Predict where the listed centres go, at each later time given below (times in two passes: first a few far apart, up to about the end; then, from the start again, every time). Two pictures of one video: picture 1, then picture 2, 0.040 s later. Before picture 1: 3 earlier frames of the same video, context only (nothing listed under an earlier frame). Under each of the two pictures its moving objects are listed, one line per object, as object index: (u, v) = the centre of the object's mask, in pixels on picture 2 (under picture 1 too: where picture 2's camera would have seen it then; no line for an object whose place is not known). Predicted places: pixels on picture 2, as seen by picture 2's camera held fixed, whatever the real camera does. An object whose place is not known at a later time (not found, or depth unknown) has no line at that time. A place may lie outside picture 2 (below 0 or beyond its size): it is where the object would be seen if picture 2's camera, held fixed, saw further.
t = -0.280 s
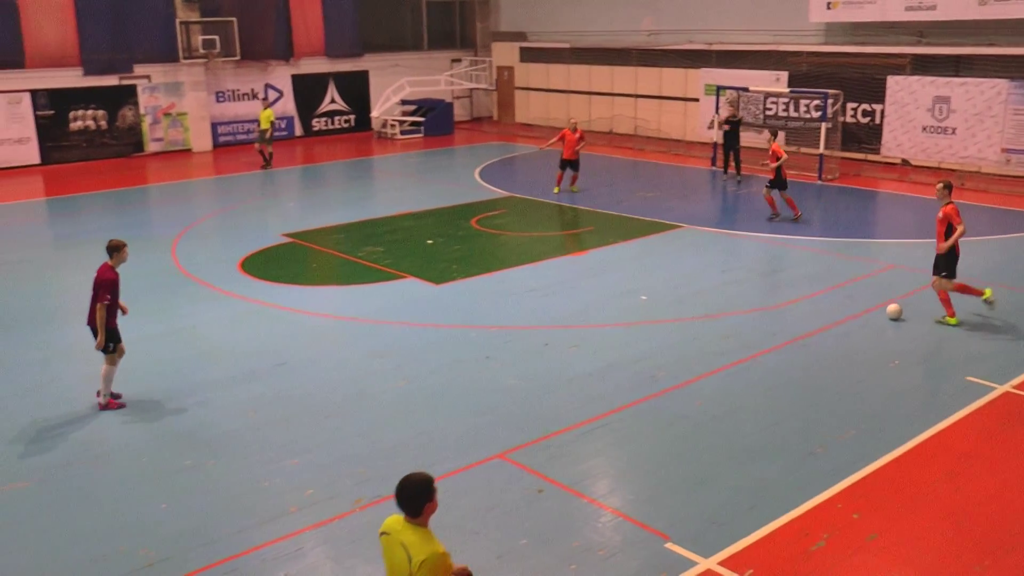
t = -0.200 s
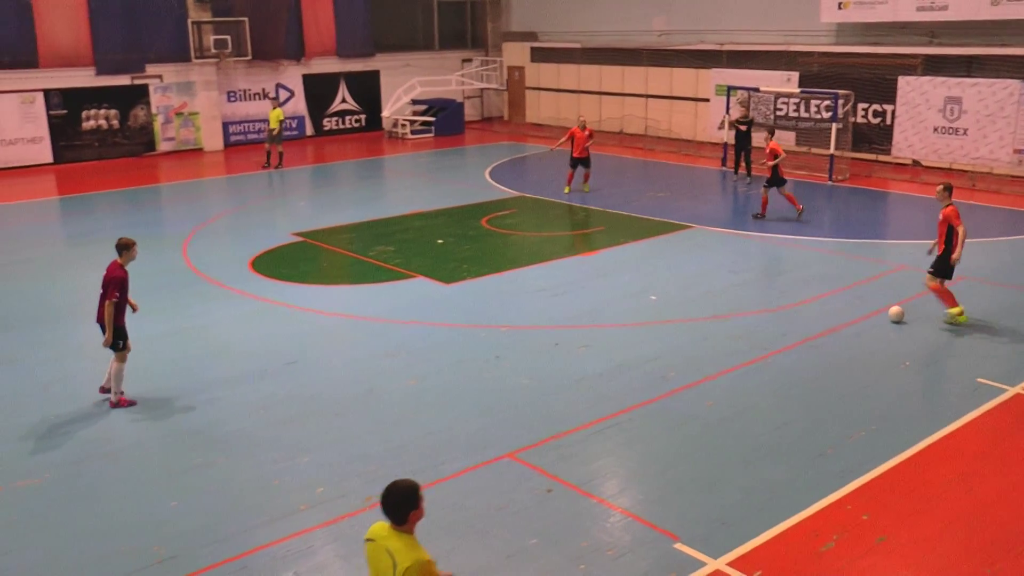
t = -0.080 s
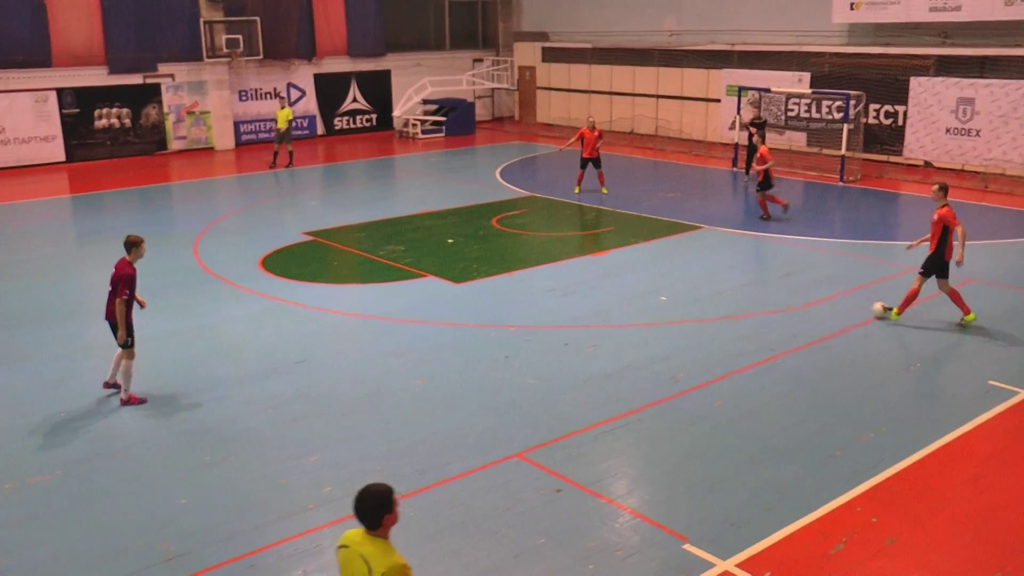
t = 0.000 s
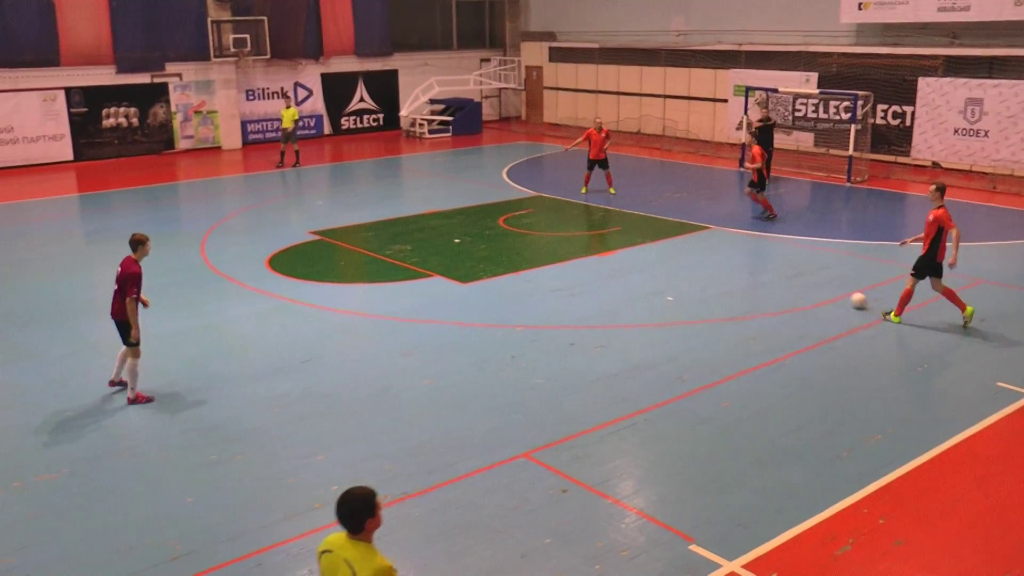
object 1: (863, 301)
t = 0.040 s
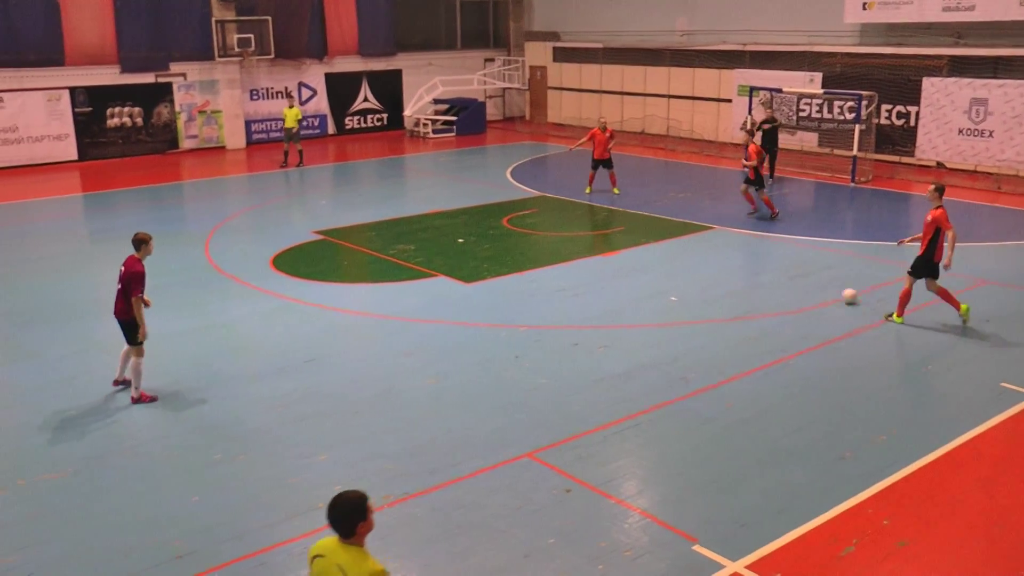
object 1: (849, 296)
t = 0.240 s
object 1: (795, 277)
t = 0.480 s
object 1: (745, 259)
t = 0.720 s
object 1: (704, 245)
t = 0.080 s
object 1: (837, 292)
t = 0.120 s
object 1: (825, 288)
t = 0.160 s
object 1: (815, 284)
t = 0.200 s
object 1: (805, 280)
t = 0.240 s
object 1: (795, 277)
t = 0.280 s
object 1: (786, 274)
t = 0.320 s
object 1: (777, 270)
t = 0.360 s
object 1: (768, 267)
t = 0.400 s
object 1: (760, 265)
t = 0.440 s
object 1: (753, 262)
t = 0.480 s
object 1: (745, 259)
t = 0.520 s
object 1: (737, 257)
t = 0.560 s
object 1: (731, 254)
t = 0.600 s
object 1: (724, 252)
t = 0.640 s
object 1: (717, 250)
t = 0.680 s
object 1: (711, 247)
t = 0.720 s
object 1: (704, 245)
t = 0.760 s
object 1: (698, 243)
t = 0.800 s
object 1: (692, 241)
